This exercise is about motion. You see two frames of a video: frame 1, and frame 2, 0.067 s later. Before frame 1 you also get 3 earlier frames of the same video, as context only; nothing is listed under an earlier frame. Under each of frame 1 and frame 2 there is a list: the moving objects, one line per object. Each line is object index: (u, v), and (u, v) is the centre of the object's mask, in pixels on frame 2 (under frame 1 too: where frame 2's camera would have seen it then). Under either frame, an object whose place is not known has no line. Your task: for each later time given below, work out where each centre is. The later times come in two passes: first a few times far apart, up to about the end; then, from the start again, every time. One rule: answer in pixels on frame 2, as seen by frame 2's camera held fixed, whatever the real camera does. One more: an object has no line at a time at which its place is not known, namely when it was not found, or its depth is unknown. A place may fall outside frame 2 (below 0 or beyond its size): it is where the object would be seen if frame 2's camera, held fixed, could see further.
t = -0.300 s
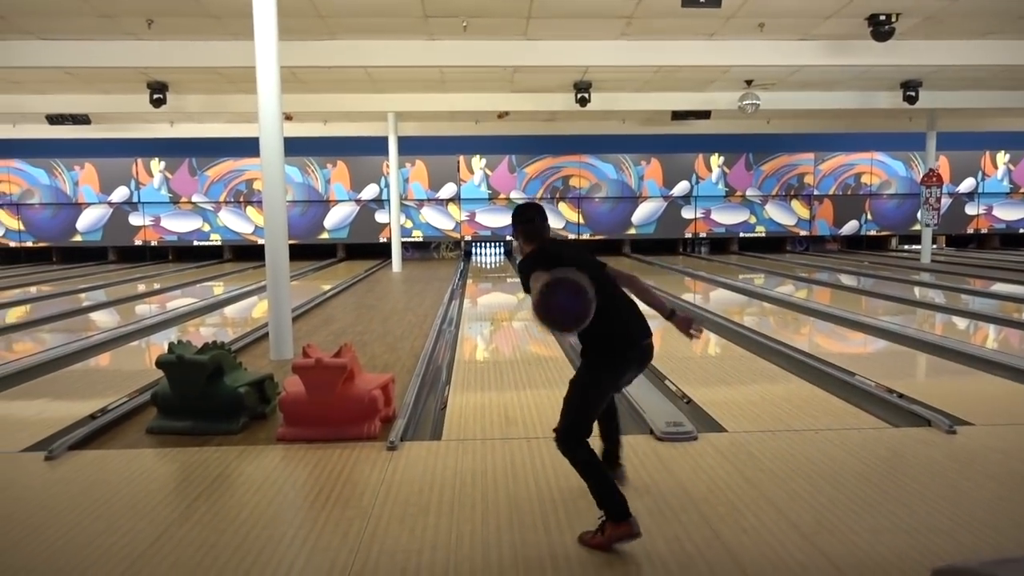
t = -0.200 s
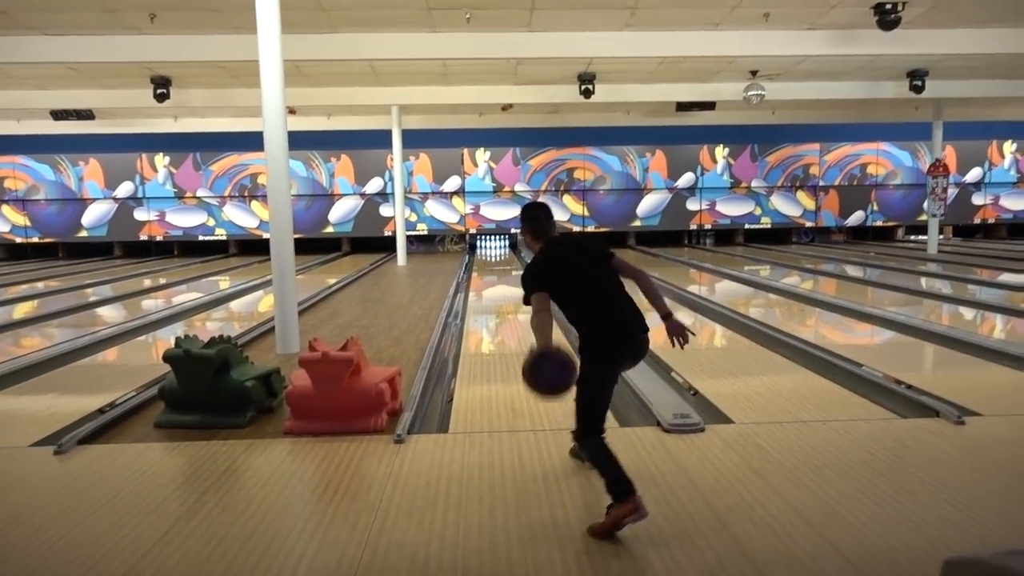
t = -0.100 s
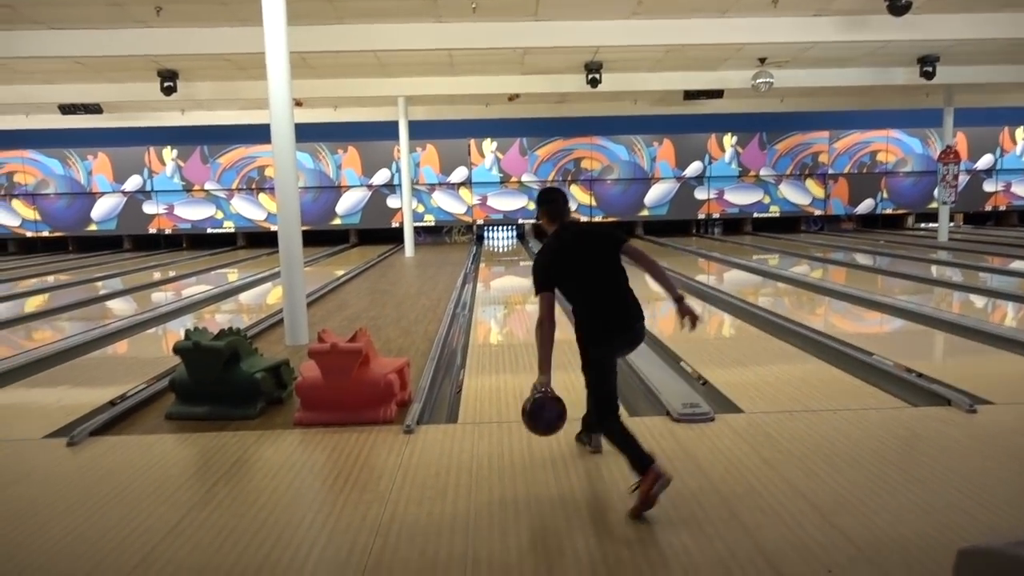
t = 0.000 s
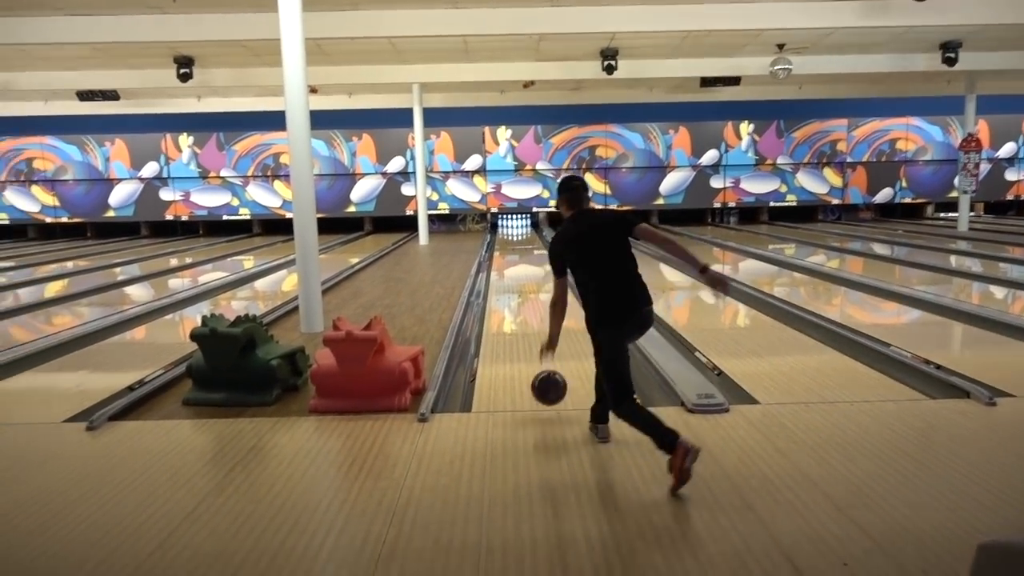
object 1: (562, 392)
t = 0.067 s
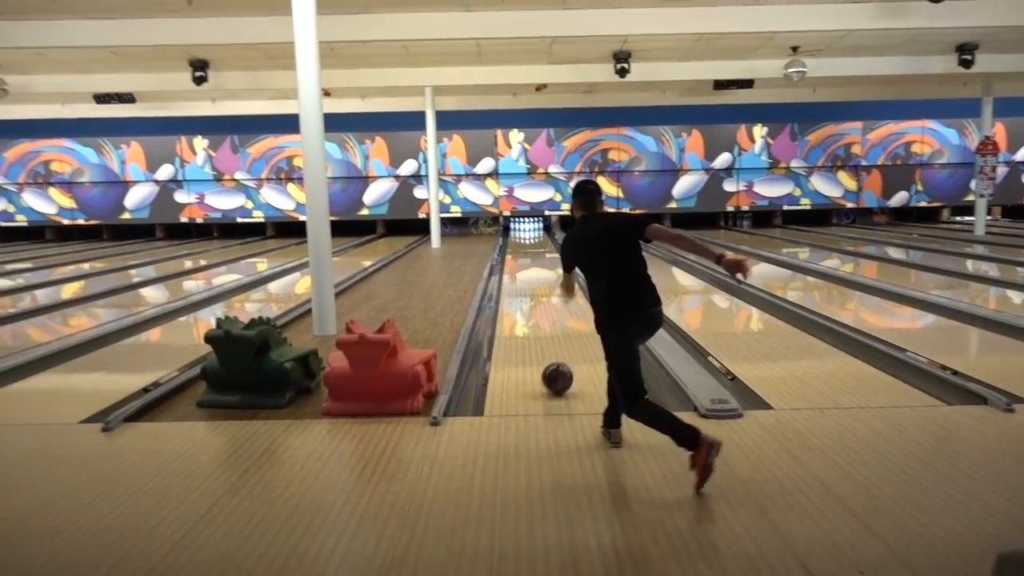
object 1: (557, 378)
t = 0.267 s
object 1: (549, 328)
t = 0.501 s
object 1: (543, 296)
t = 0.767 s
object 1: (538, 273)
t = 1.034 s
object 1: (535, 257)
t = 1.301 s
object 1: (533, 247)
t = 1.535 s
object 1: (533, 241)
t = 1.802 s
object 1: (532, 235)
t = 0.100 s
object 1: (556, 367)
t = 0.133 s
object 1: (554, 359)
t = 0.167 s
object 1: (553, 350)
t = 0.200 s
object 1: (551, 342)
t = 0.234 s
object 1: (550, 335)
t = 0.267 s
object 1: (549, 328)
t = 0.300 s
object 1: (548, 322)
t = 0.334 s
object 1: (547, 316)
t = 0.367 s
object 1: (547, 312)
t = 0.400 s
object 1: (546, 307)
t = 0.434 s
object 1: (545, 303)
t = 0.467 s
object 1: (543, 299)
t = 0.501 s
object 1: (543, 296)
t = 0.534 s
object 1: (542, 292)
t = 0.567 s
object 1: (541, 289)
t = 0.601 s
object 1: (541, 286)
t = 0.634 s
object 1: (540, 283)
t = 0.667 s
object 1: (539, 281)
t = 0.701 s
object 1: (539, 277)
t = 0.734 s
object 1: (539, 275)
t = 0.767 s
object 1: (538, 273)
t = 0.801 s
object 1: (538, 271)
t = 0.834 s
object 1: (537, 268)
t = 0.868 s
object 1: (536, 266)
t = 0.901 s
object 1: (535, 265)
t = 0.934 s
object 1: (535, 263)
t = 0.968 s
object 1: (535, 261)
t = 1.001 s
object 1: (535, 258)
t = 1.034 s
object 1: (535, 257)
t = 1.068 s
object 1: (534, 256)
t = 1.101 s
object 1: (533, 254)
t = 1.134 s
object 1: (534, 253)
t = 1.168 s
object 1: (534, 252)
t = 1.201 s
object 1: (534, 251)
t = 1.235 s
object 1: (533, 249)
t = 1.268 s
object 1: (533, 248)
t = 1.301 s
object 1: (533, 247)
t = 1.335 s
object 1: (532, 247)
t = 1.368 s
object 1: (533, 246)
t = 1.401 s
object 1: (533, 244)
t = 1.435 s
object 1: (533, 243)
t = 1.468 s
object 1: (533, 242)
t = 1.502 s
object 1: (533, 241)
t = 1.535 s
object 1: (533, 241)
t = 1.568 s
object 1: (532, 240)
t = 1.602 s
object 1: (533, 239)
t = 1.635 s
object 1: (533, 239)
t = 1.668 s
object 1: (532, 237)
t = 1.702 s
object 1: (532, 236)
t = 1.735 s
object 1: (532, 235)
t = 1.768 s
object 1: (532, 235)
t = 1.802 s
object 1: (532, 235)
